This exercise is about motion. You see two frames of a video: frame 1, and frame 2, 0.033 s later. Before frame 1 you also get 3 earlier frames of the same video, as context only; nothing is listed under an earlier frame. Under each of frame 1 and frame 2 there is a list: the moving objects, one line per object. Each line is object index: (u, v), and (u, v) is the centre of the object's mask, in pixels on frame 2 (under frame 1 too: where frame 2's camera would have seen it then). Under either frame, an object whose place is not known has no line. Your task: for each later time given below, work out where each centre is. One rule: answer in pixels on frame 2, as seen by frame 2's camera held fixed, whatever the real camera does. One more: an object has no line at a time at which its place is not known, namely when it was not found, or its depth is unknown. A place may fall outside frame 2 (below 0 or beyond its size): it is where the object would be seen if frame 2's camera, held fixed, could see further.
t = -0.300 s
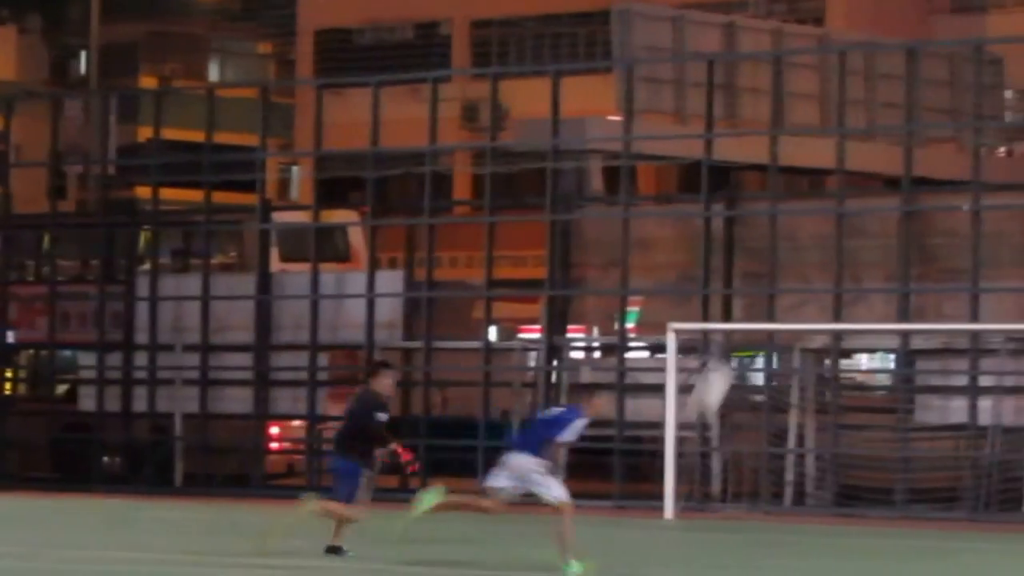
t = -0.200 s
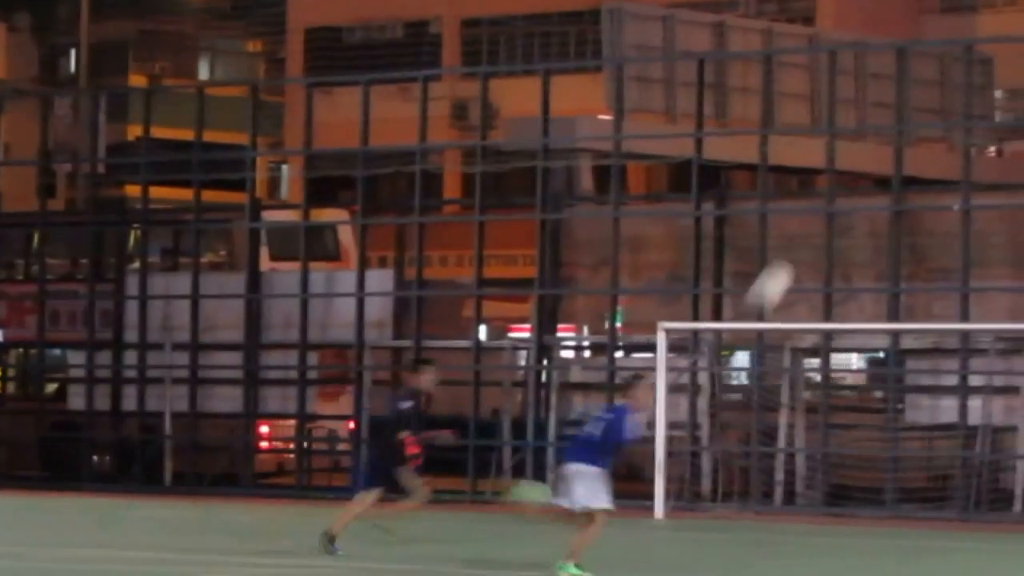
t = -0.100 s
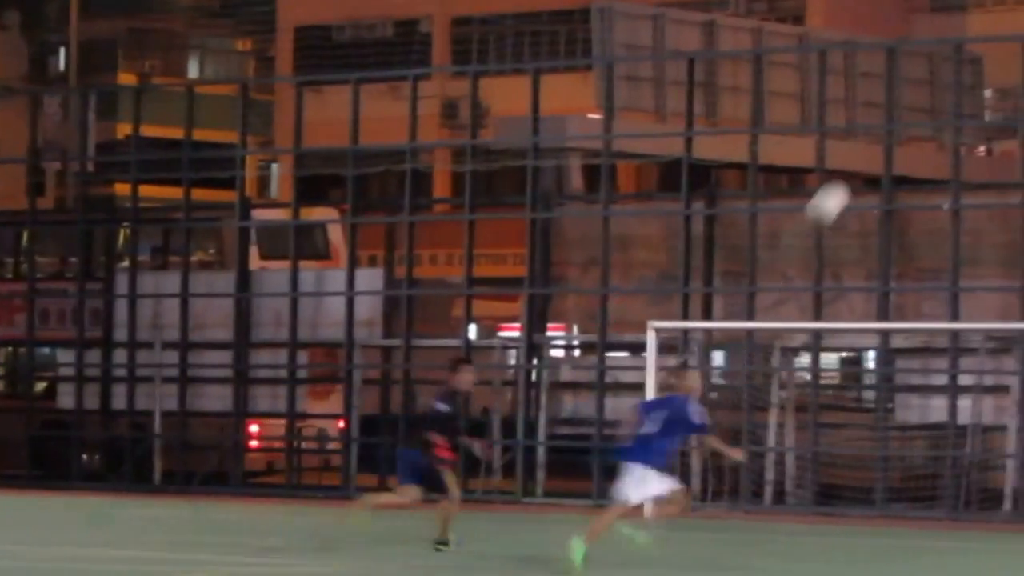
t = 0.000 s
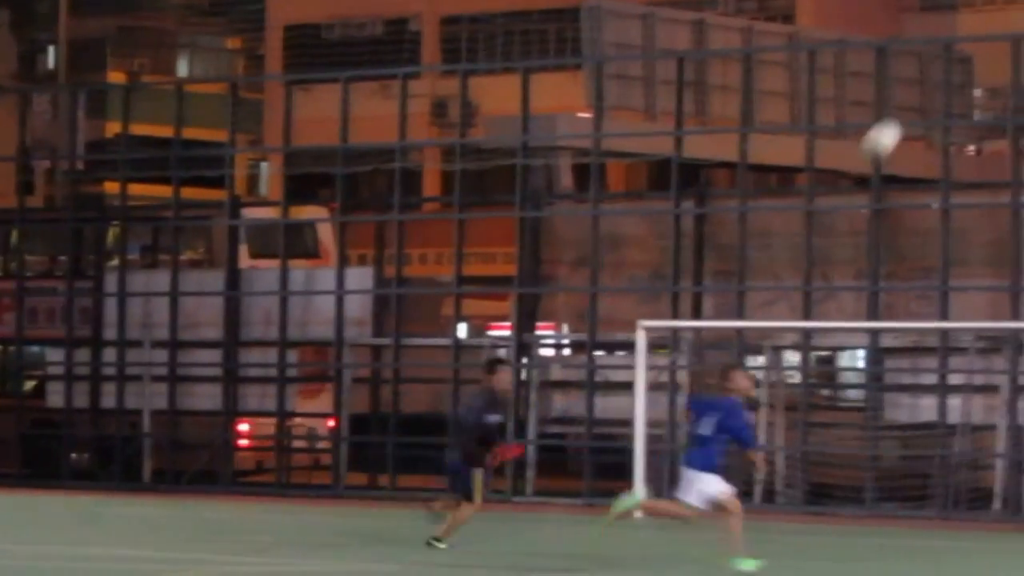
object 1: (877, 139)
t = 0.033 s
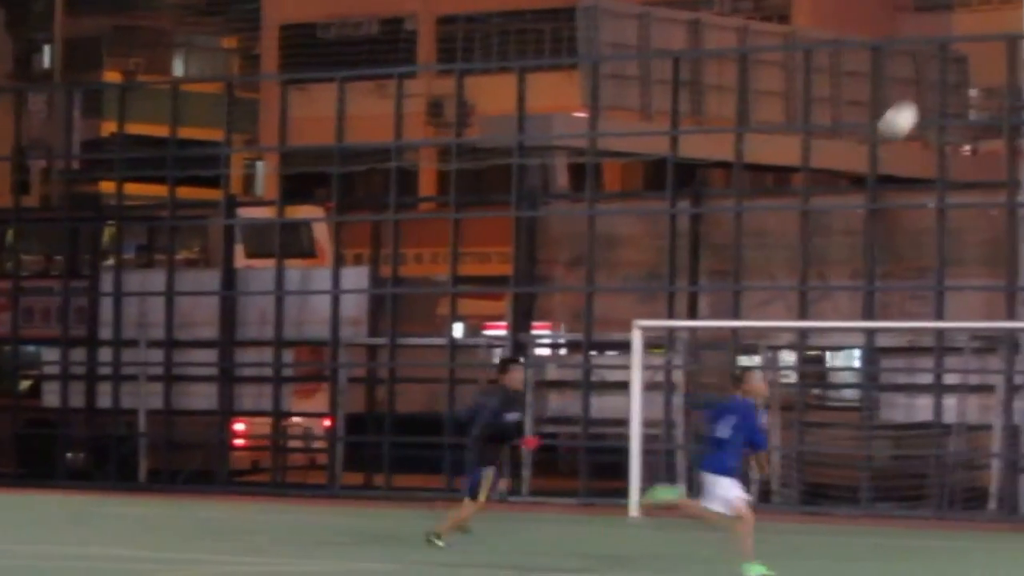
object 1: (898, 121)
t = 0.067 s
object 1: (920, 105)
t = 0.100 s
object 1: (941, 92)
